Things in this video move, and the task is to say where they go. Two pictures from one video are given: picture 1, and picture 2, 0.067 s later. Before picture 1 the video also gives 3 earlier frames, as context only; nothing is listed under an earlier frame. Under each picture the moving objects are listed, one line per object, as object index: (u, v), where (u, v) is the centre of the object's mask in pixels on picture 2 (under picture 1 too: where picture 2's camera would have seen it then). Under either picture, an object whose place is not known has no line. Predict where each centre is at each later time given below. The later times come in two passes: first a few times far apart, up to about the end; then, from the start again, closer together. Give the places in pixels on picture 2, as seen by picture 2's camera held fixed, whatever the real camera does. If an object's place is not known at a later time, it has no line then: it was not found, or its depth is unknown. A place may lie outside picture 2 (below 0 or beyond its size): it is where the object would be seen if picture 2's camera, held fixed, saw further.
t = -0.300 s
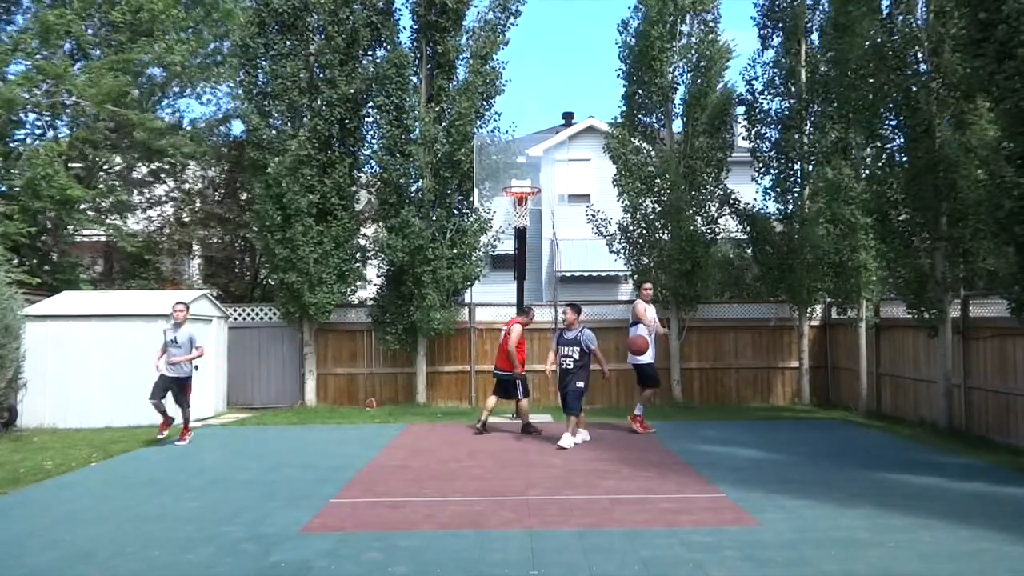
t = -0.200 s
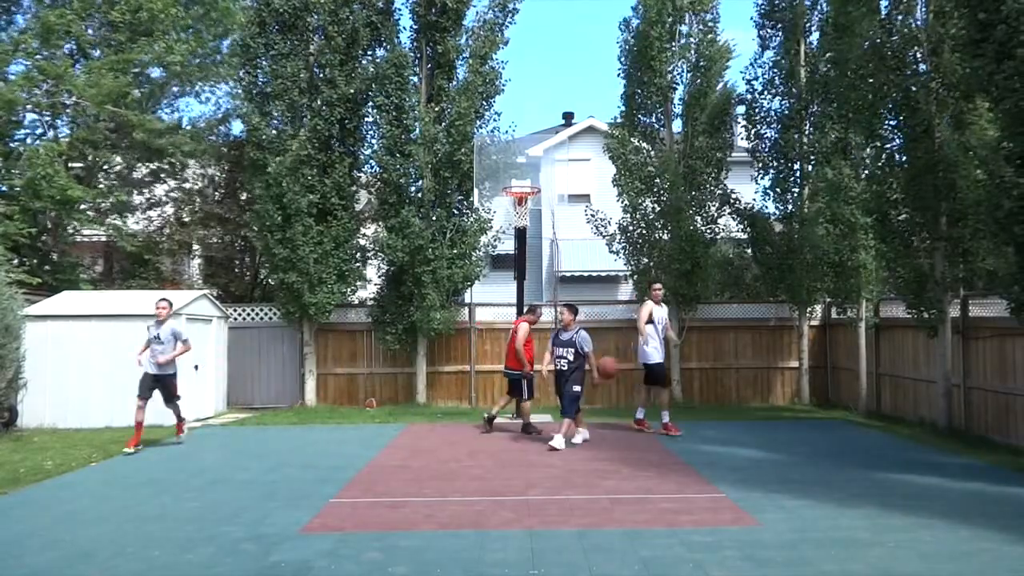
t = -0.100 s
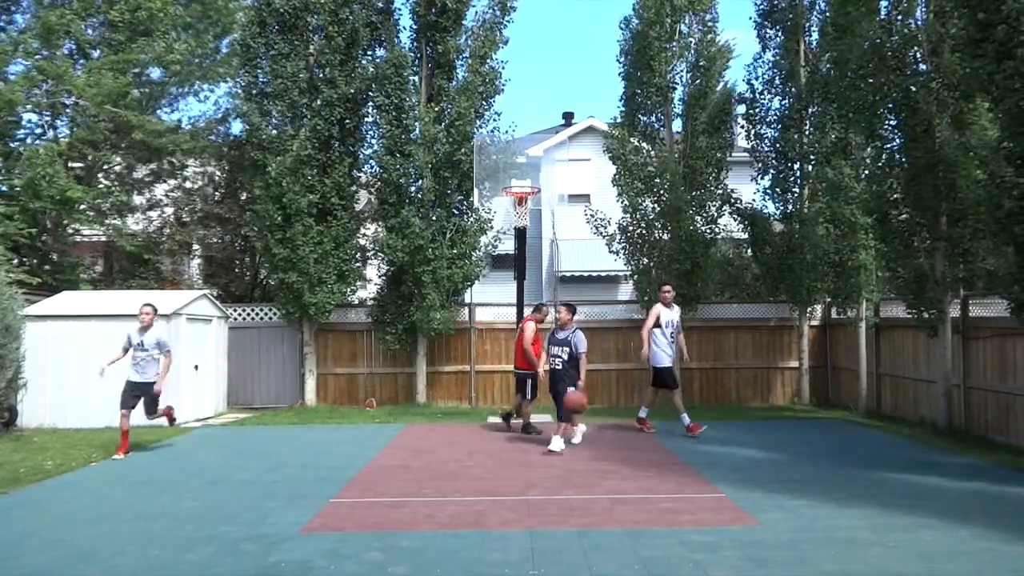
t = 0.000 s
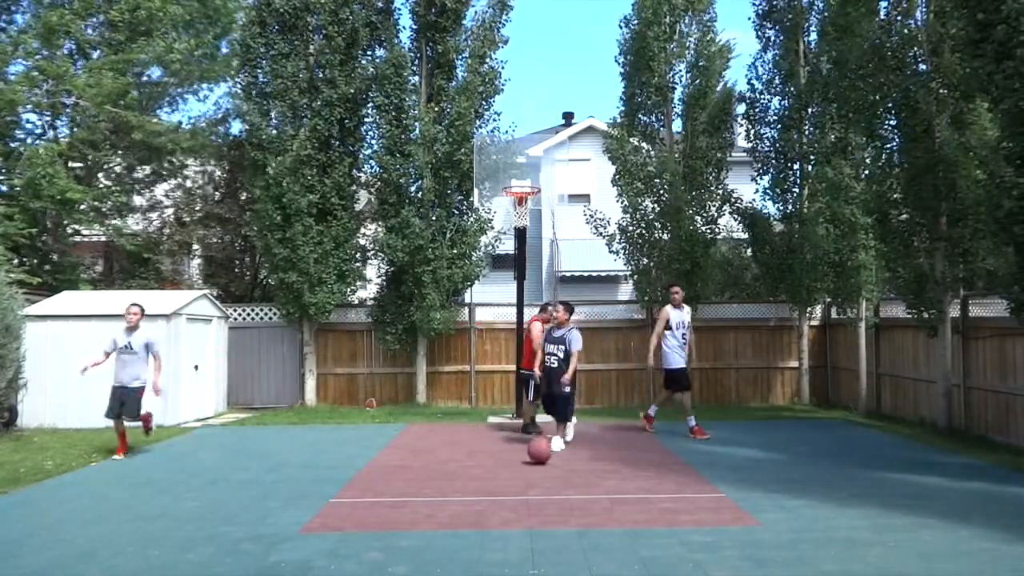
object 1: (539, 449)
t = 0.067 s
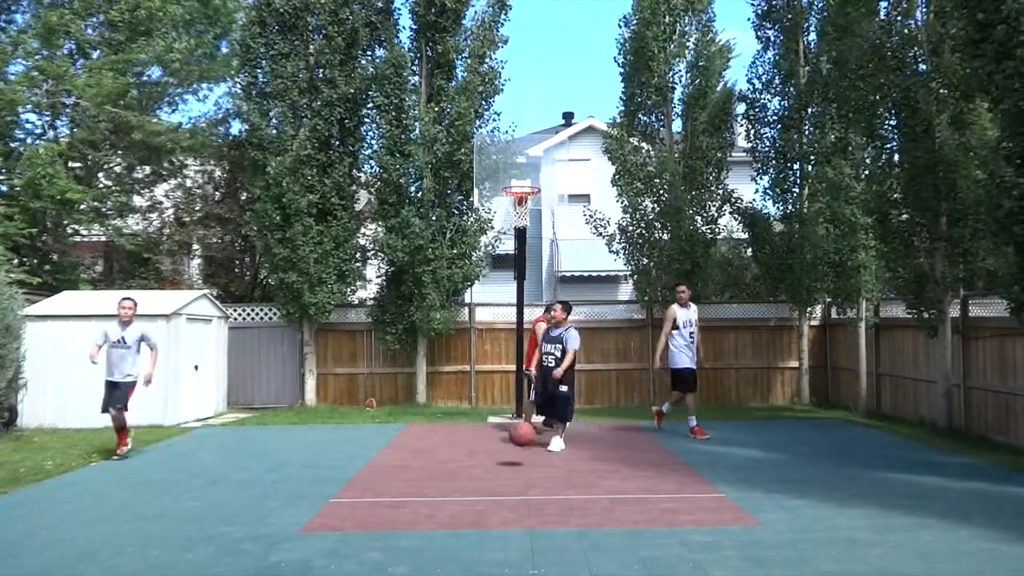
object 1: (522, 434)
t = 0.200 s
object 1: (485, 396)
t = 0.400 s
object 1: (428, 373)
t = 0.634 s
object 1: (356, 403)
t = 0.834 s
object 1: (289, 484)
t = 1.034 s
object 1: (212, 432)
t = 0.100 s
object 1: (513, 423)
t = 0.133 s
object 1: (503, 413)
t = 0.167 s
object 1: (494, 404)
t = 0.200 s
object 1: (485, 396)
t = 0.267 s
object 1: (467, 384)
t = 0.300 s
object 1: (457, 380)
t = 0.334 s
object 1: (448, 375)
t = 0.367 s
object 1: (437, 373)
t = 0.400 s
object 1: (428, 373)
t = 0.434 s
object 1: (419, 372)
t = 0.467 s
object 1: (408, 374)
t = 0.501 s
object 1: (398, 377)
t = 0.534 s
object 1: (388, 381)
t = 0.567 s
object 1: (377, 386)
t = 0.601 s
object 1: (366, 394)
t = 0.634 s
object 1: (356, 403)
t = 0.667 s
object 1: (344, 412)
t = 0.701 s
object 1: (333, 424)
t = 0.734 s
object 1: (323, 437)
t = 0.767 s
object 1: (311, 452)
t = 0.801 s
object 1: (299, 468)
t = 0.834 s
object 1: (289, 484)
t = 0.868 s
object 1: (276, 473)
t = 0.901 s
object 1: (264, 462)
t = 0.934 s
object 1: (251, 452)
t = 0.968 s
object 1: (239, 444)
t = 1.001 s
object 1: (226, 437)
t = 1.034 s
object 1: (212, 432)
